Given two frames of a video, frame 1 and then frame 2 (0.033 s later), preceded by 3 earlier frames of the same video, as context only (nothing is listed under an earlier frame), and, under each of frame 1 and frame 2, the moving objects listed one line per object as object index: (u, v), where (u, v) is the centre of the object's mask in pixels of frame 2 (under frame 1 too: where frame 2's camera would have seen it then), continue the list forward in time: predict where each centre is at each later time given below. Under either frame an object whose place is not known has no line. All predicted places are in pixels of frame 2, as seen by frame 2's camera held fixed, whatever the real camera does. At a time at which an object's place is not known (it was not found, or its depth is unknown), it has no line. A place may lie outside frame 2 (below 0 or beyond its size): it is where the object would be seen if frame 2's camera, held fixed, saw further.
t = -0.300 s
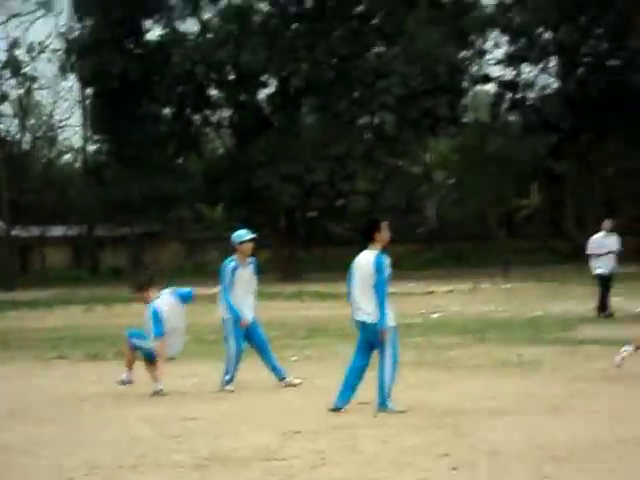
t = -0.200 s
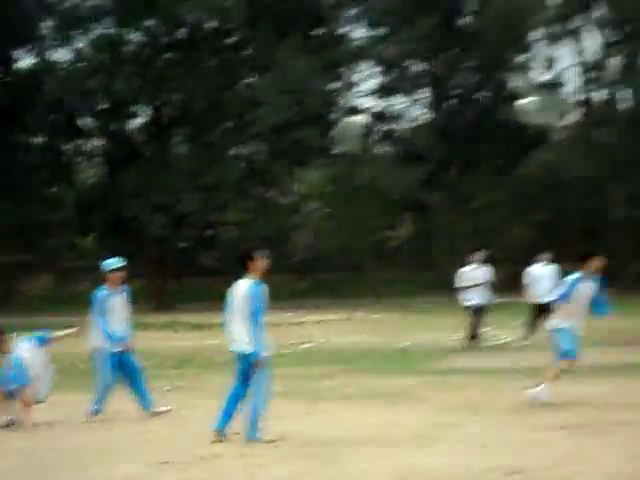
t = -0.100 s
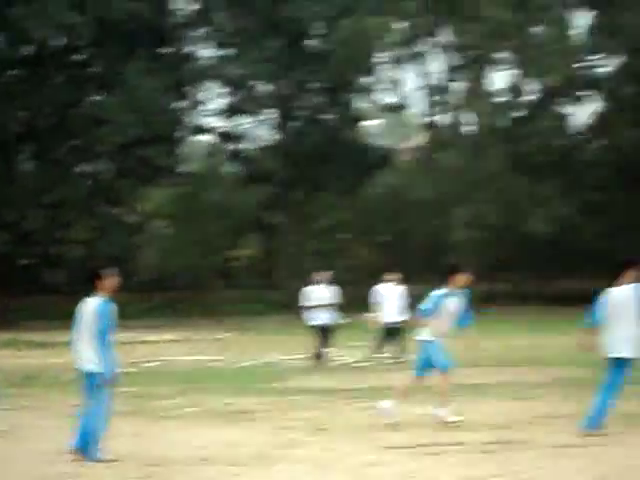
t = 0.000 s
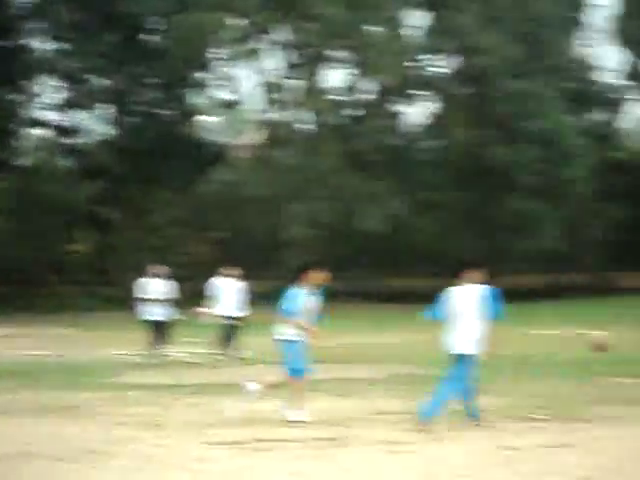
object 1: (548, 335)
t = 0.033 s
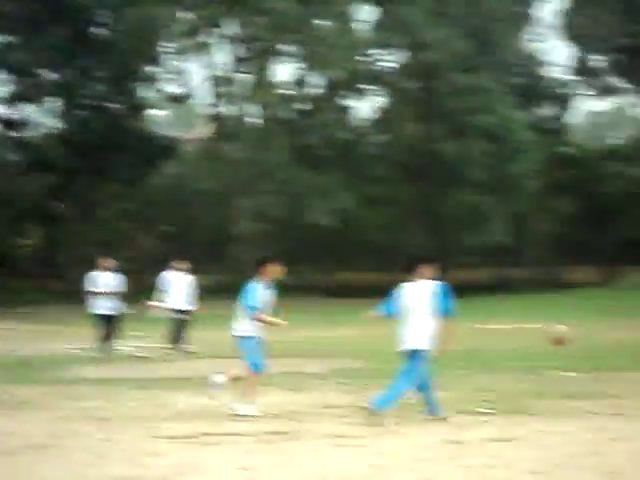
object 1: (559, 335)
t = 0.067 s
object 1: (569, 336)
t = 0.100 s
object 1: (581, 338)
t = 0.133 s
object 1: (592, 342)
